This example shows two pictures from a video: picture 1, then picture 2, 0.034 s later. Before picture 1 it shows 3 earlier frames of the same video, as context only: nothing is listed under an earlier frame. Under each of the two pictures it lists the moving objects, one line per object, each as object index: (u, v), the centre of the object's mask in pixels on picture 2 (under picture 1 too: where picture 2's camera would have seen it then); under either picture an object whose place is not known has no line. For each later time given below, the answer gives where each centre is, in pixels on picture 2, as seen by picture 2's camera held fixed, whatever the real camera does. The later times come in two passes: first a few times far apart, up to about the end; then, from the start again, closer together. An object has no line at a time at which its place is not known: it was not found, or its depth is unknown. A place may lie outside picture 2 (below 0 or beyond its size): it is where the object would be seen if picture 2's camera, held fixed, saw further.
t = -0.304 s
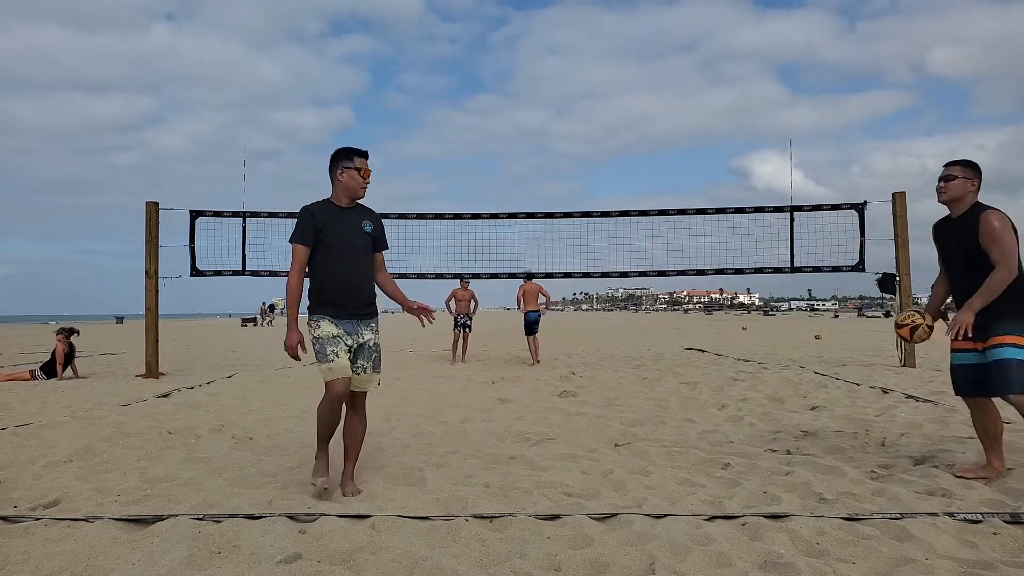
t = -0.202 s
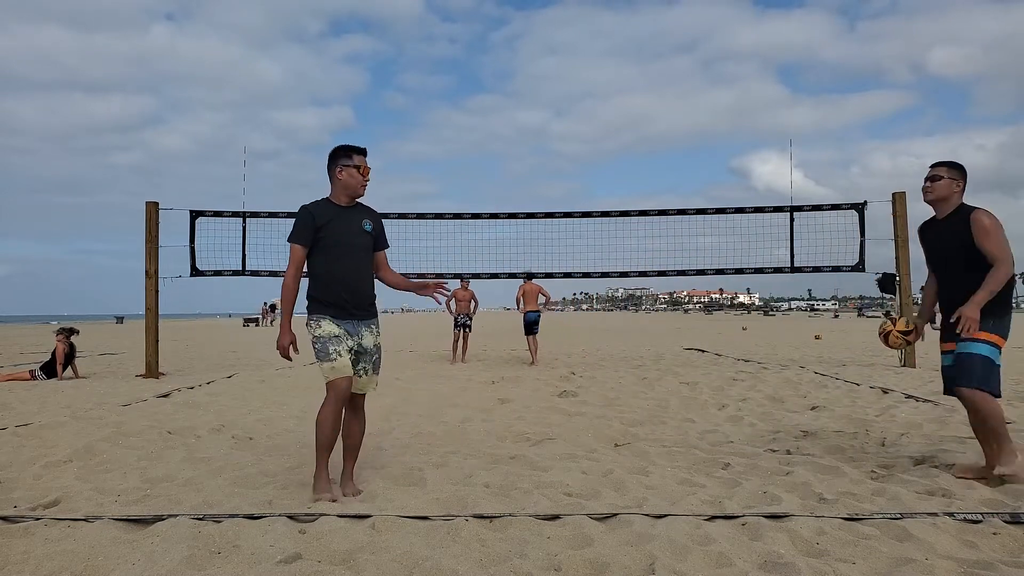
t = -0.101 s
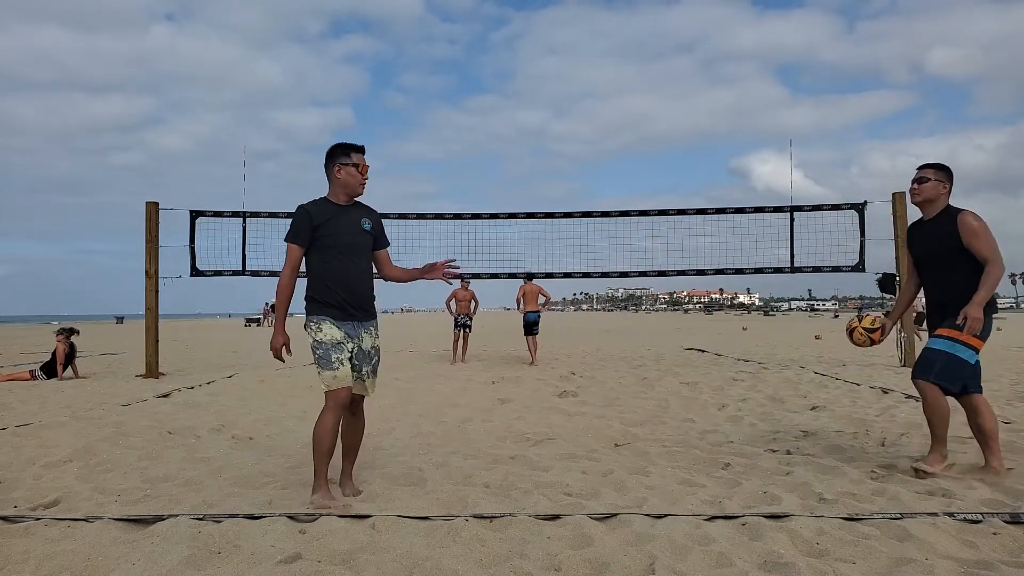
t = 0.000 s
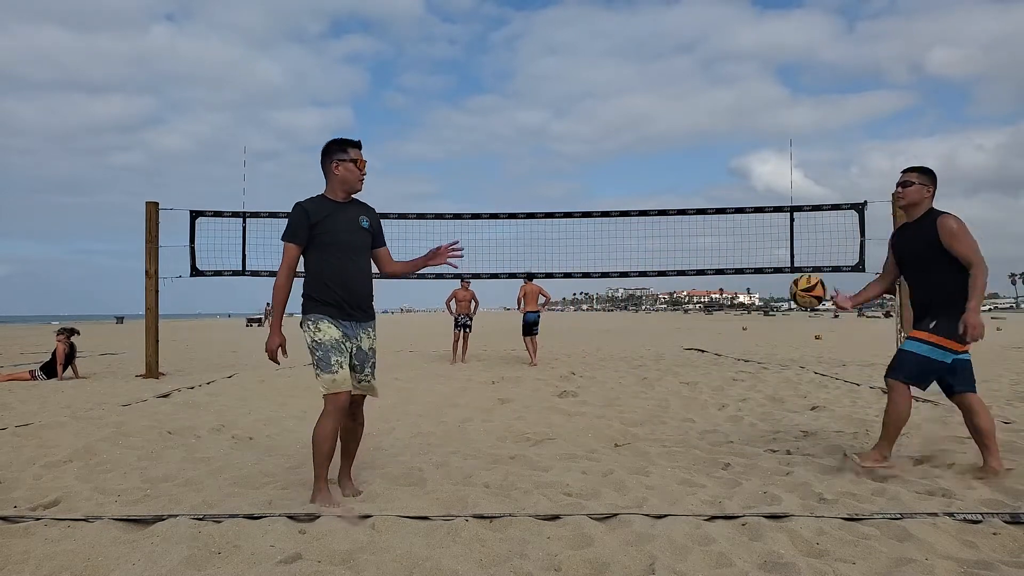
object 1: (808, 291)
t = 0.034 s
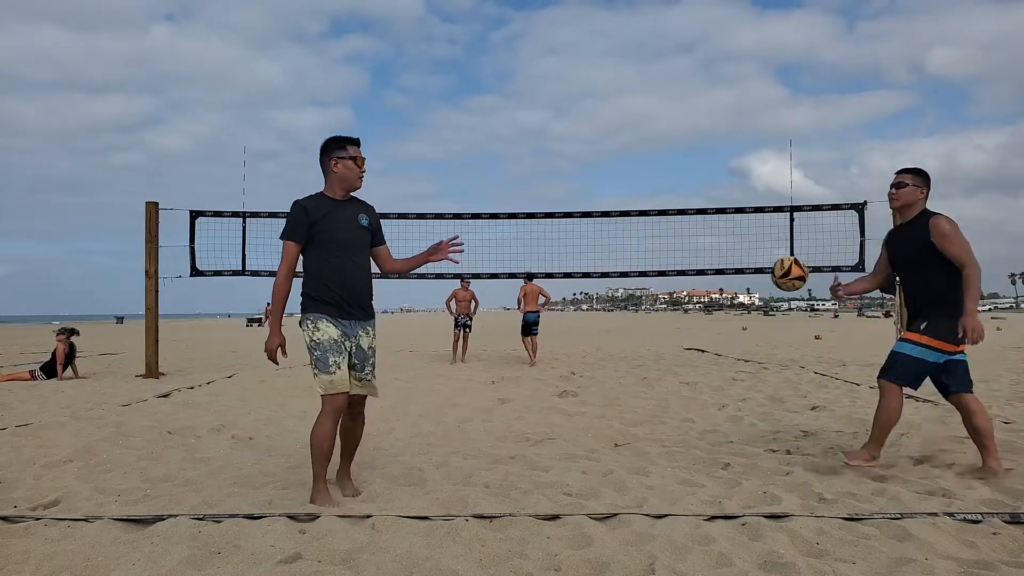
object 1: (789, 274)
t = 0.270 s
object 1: (650, 195)
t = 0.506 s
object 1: (490, 210)
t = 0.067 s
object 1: (771, 258)
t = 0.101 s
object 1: (751, 243)
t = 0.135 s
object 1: (731, 230)
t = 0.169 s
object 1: (711, 219)
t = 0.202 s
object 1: (691, 209)
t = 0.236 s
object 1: (670, 201)
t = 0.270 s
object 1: (650, 195)
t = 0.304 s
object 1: (628, 191)
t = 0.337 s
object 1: (607, 188)
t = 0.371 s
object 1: (584, 188)
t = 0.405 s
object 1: (562, 190)
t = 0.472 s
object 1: (515, 201)
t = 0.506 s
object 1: (490, 210)
